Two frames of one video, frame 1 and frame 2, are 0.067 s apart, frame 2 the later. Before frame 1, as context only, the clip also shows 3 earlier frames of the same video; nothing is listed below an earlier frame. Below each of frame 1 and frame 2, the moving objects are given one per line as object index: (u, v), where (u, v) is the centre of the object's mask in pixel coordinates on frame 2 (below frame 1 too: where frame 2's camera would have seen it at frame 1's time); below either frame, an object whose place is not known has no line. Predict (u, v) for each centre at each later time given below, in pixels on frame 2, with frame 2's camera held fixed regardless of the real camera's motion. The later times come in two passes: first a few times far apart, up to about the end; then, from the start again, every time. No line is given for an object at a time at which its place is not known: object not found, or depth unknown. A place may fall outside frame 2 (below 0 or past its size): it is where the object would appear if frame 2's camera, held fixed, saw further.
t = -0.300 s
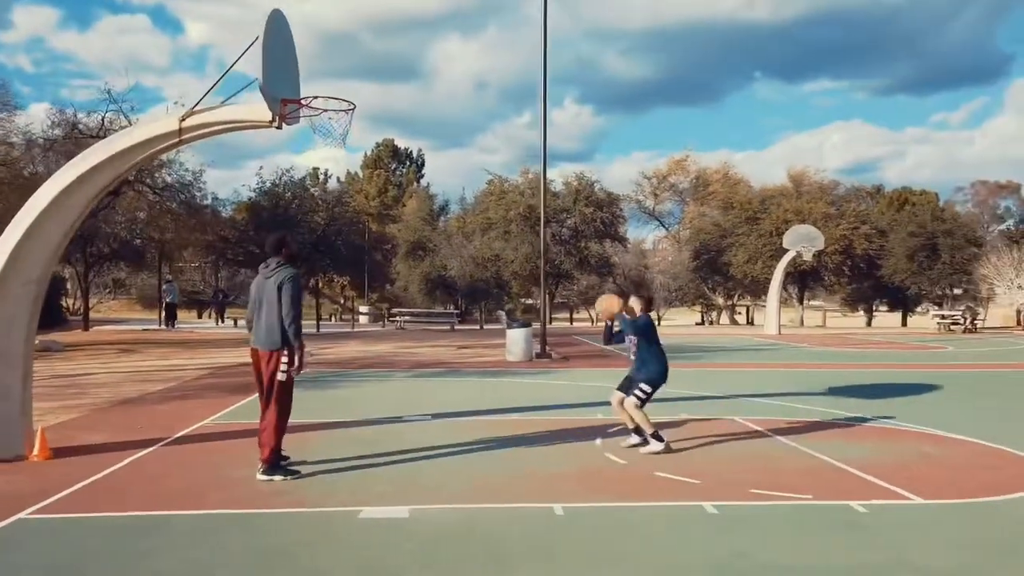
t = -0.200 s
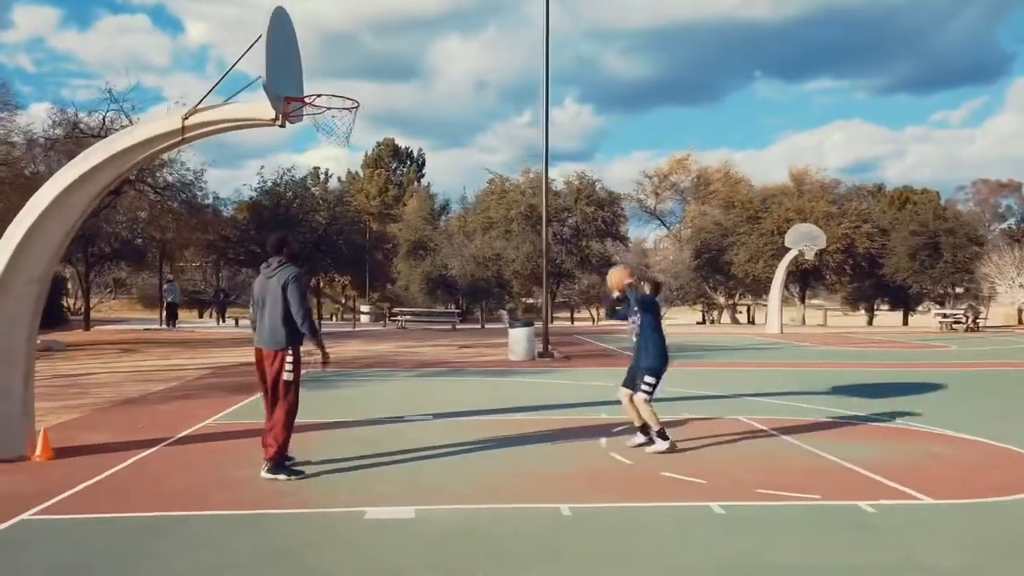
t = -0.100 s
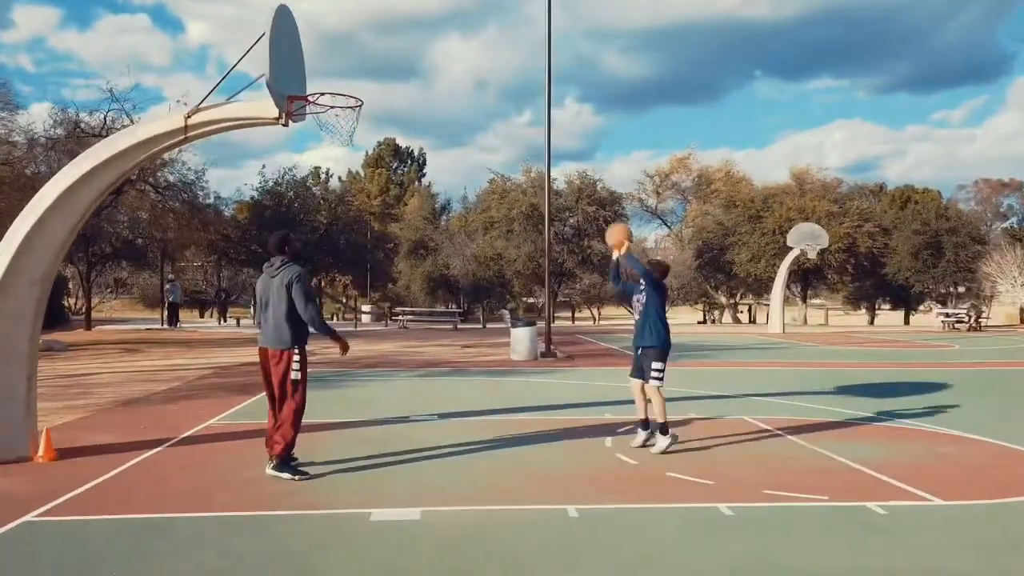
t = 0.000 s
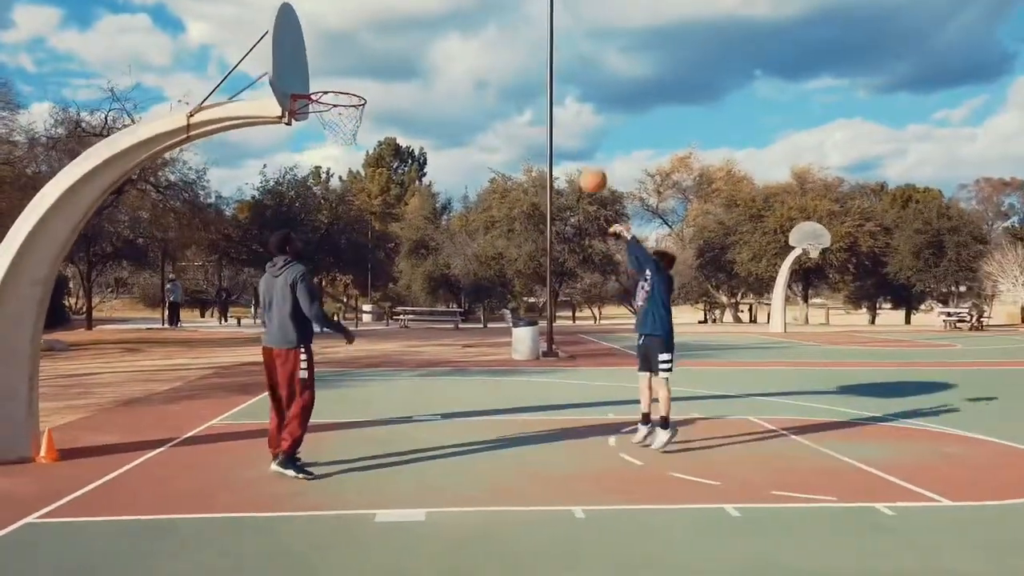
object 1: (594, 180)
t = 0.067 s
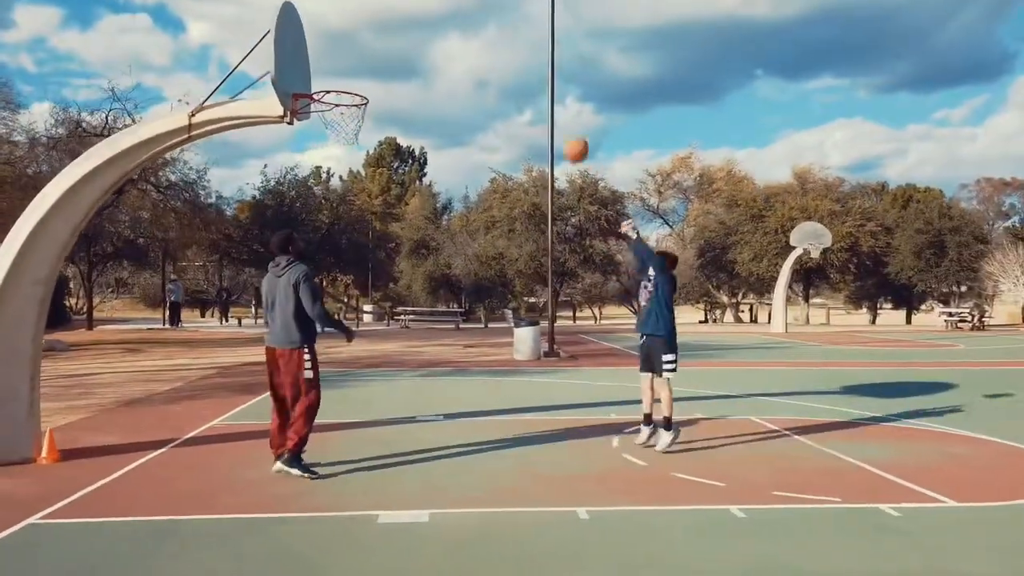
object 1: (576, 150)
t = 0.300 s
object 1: (507, 77)
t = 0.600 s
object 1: (414, 72)
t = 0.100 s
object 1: (565, 136)
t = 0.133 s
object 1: (556, 123)
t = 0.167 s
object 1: (546, 112)
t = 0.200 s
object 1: (535, 101)
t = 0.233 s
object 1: (525, 91)
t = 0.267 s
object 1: (516, 84)
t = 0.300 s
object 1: (507, 77)
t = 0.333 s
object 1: (495, 72)
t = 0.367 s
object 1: (485, 67)
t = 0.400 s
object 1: (475, 64)
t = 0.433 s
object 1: (466, 62)
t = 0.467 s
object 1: (455, 62)
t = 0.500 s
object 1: (445, 62)
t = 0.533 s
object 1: (434, 64)
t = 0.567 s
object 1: (425, 68)
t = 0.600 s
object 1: (414, 72)
